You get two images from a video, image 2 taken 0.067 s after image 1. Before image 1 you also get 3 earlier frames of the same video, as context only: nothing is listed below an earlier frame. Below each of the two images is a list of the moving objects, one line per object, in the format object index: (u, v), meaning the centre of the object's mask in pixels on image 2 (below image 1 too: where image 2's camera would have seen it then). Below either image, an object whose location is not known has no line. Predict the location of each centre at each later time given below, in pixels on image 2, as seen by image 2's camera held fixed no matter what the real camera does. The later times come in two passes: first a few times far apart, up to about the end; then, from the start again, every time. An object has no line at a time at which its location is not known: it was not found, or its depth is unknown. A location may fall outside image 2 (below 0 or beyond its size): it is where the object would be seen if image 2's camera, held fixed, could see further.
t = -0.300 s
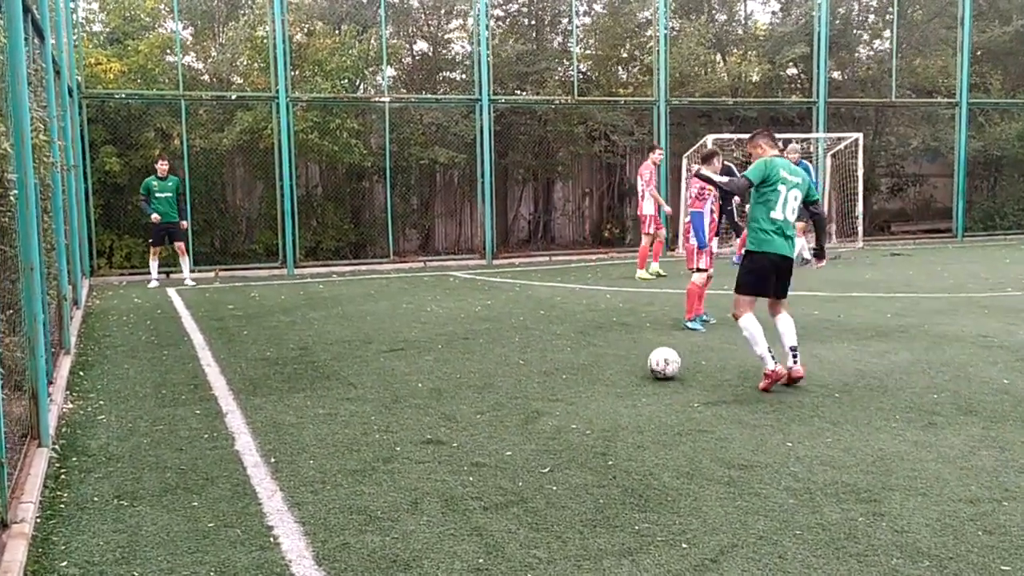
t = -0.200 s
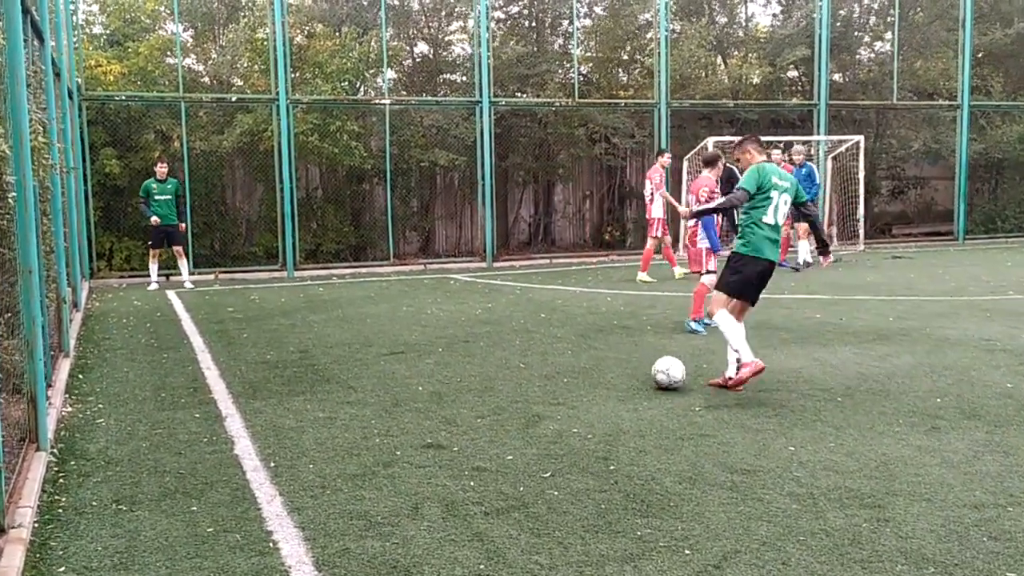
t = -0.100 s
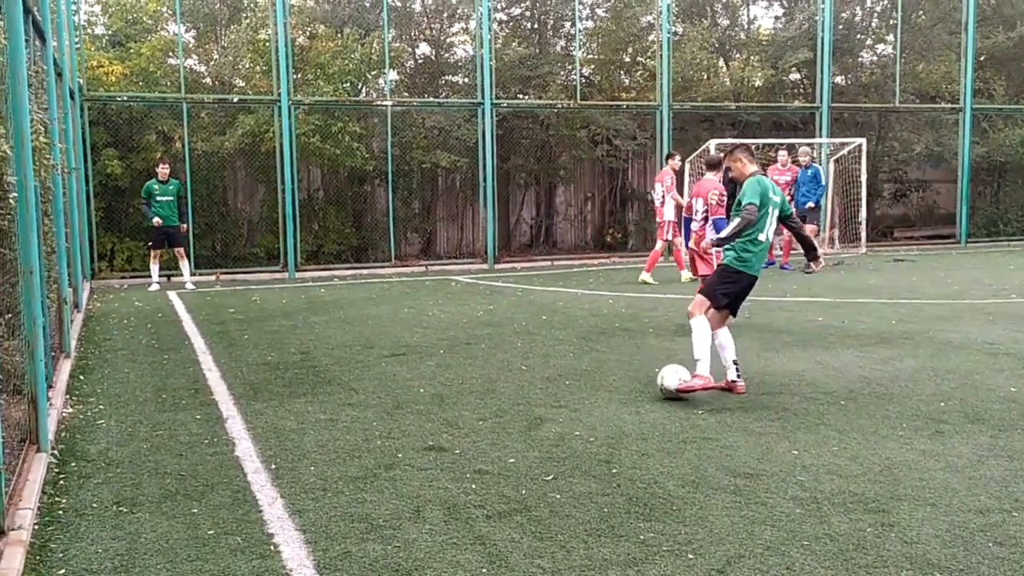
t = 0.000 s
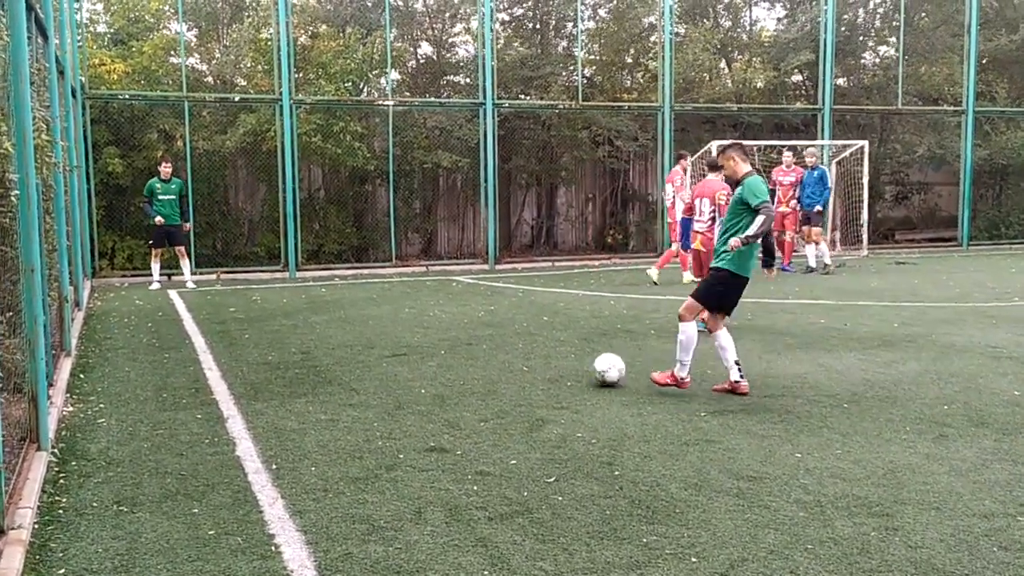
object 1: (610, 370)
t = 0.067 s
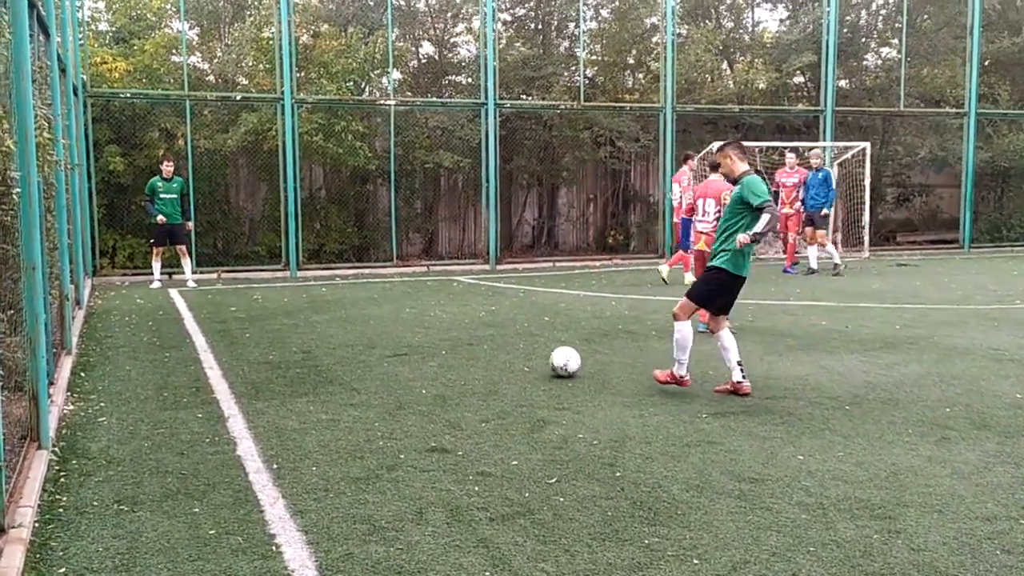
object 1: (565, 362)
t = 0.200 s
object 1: (492, 346)
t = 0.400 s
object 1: (410, 331)
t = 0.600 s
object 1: (352, 322)
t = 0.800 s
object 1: (306, 314)
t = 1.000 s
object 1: (266, 307)
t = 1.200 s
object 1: (230, 304)
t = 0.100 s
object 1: (545, 357)
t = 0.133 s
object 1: (525, 354)
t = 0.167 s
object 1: (508, 350)
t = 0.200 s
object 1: (492, 346)
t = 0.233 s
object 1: (476, 343)
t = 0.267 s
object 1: (461, 340)
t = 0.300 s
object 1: (447, 337)
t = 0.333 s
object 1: (434, 335)
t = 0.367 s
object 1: (422, 334)
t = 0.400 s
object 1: (410, 331)
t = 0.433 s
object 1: (399, 329)
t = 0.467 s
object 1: (389, 327)
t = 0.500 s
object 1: (379, 326)
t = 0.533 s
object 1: (369, 324)
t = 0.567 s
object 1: (361, 323)
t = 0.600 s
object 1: (352, 322)
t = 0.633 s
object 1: (344, 320)
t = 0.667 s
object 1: (336, 319)
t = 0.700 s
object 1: (328, 318)
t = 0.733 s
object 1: (321, 317)
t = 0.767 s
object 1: (313, 315)
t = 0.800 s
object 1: (306, 314)
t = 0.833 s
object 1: (299, 313)
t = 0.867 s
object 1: (293, 312)
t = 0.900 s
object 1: (285, 311)
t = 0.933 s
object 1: (279, 309)
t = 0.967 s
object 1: (272, 308)
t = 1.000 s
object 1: (266, 307)
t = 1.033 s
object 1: (260, 306)
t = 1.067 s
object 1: (253, 306)
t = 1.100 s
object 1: (247, 305)
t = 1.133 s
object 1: (241, 304)
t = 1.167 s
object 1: (236, 303)
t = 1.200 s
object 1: (230, 304)
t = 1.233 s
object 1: (224, 301)
